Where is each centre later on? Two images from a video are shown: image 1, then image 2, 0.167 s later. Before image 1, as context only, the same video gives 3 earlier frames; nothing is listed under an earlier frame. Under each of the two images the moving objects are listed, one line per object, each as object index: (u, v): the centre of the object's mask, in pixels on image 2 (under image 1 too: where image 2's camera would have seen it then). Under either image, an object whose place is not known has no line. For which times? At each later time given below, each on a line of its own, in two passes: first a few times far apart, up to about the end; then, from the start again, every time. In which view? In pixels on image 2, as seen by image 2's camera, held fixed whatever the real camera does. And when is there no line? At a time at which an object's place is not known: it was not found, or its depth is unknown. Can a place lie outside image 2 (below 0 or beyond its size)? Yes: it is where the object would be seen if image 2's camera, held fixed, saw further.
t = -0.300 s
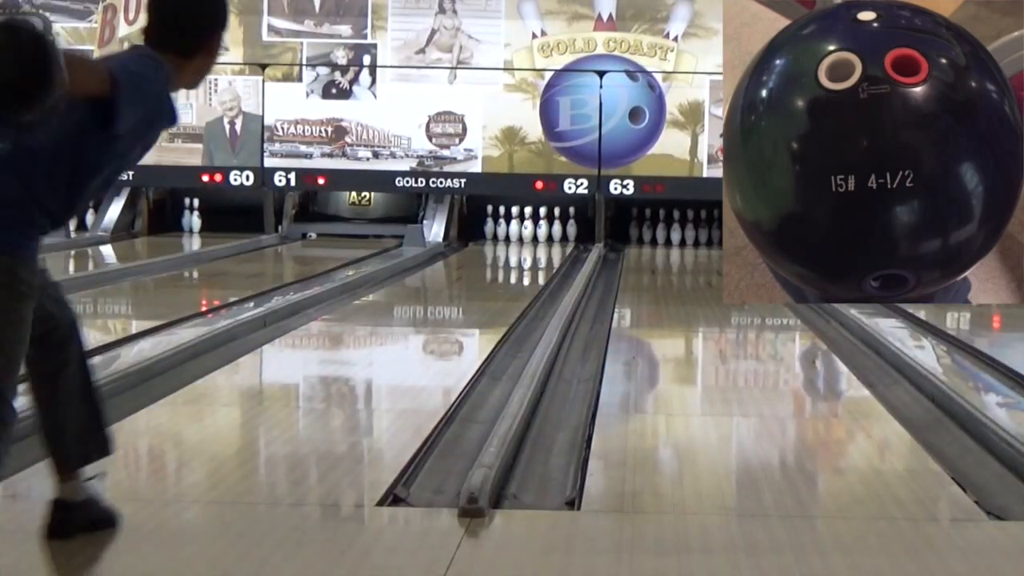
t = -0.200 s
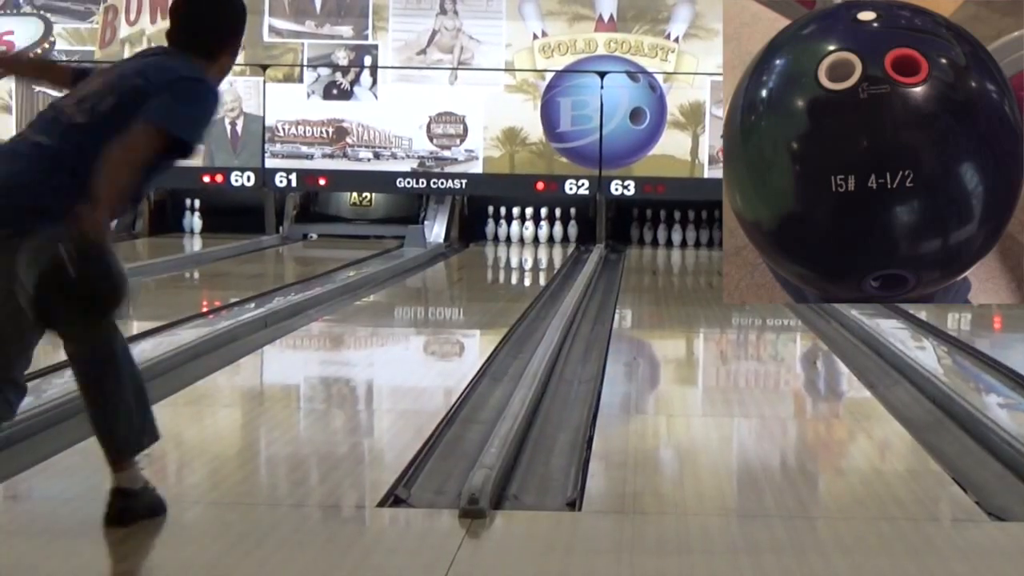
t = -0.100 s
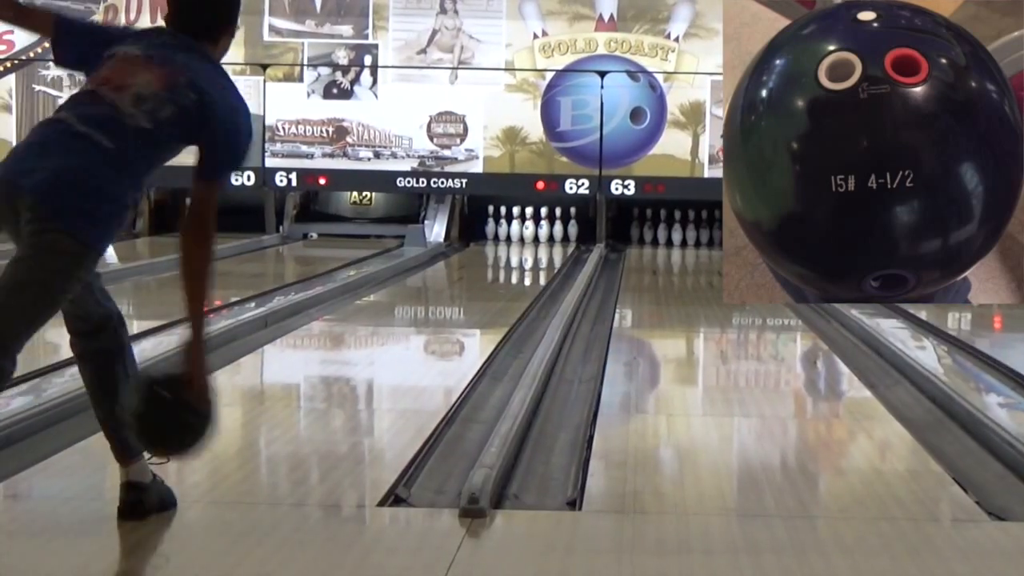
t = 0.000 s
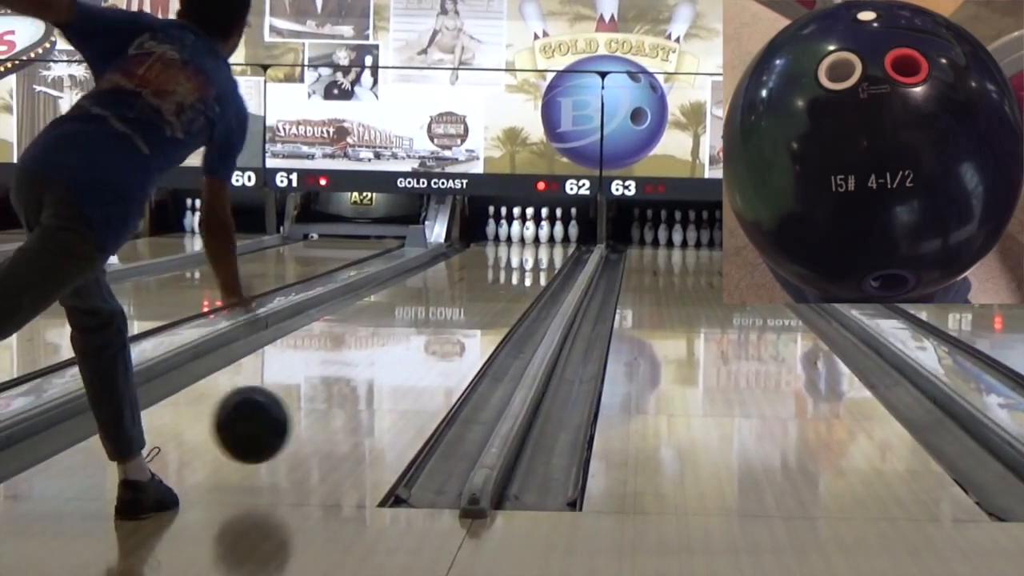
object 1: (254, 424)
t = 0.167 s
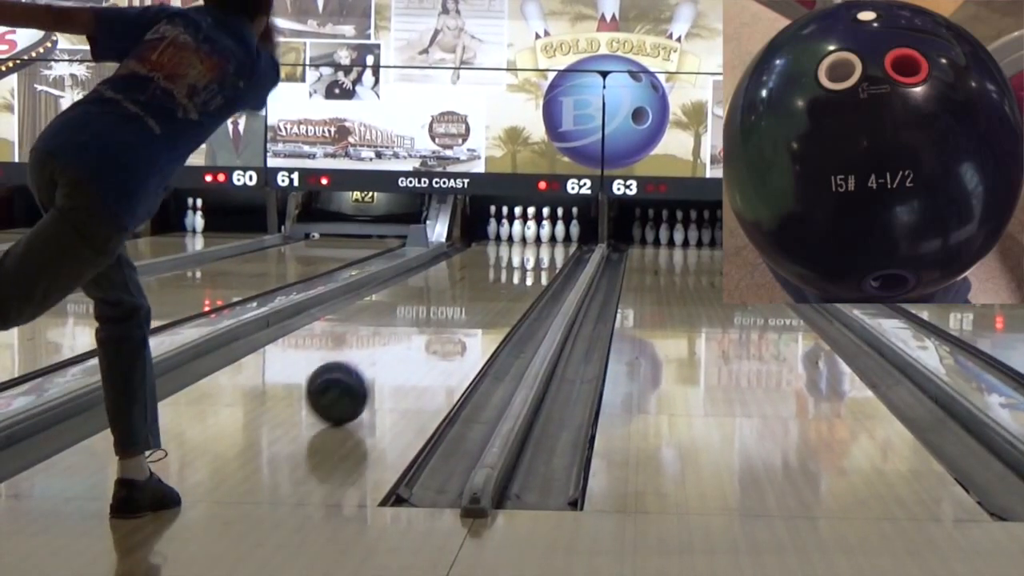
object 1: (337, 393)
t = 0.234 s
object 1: (362, 376)
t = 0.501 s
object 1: (435, 327)
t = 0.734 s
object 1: (476, 301)
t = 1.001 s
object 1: (508, 282)
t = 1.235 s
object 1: (525, 269)
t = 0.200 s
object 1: (350, 384)
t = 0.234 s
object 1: (362, 376)
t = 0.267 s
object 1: (374, 369)
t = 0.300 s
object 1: (384, 361)
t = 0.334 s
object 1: (394, 355)
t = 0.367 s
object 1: (403, 349)
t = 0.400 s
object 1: (412, 343)
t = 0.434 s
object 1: (421, 338)
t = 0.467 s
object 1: (428, 332)
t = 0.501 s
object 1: (435, 327)
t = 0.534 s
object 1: (442, 323)
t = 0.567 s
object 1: (449, 318)
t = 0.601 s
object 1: (455, 314)
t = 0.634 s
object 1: (461, 310)
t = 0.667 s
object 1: (466, 307)
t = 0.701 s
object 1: (471, 304)
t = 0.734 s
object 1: (476, 301)
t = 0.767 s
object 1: (481, 298)
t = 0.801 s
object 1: (485, 296)
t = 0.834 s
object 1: (490, 293)
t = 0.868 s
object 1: (494, 290)
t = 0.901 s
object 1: (497, 288)
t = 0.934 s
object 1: (501, 286)
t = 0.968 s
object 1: (504, 283)
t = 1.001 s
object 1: (508, 282)
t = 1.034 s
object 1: (511, 279)
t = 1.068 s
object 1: (513, 277)
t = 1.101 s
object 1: (516, 275)
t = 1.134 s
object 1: (518, 274)
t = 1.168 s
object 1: (521, 272)
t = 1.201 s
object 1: (523, 270)
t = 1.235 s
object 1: (525, 269)
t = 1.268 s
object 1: (526, 267)
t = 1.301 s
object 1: (529, 266)
